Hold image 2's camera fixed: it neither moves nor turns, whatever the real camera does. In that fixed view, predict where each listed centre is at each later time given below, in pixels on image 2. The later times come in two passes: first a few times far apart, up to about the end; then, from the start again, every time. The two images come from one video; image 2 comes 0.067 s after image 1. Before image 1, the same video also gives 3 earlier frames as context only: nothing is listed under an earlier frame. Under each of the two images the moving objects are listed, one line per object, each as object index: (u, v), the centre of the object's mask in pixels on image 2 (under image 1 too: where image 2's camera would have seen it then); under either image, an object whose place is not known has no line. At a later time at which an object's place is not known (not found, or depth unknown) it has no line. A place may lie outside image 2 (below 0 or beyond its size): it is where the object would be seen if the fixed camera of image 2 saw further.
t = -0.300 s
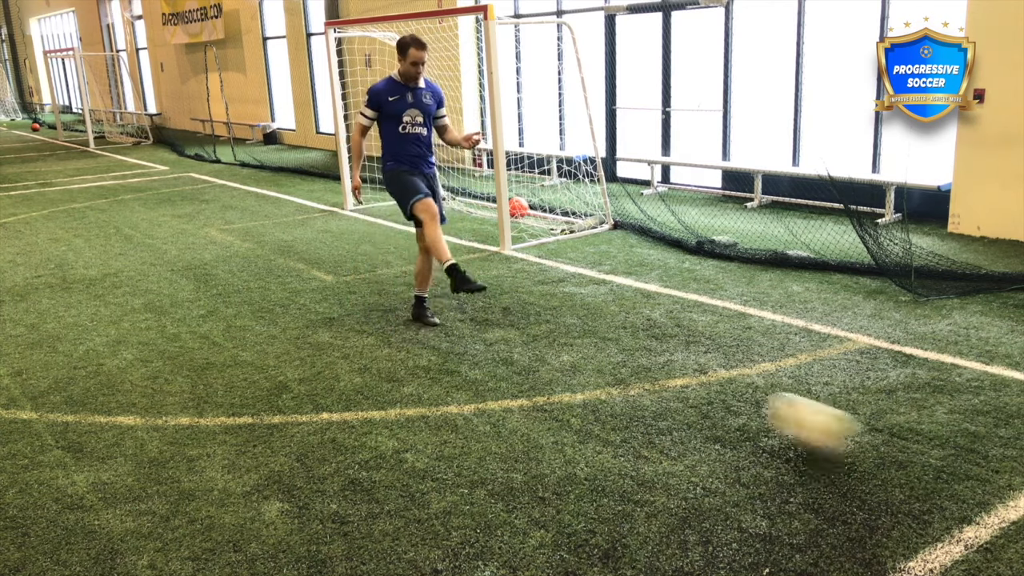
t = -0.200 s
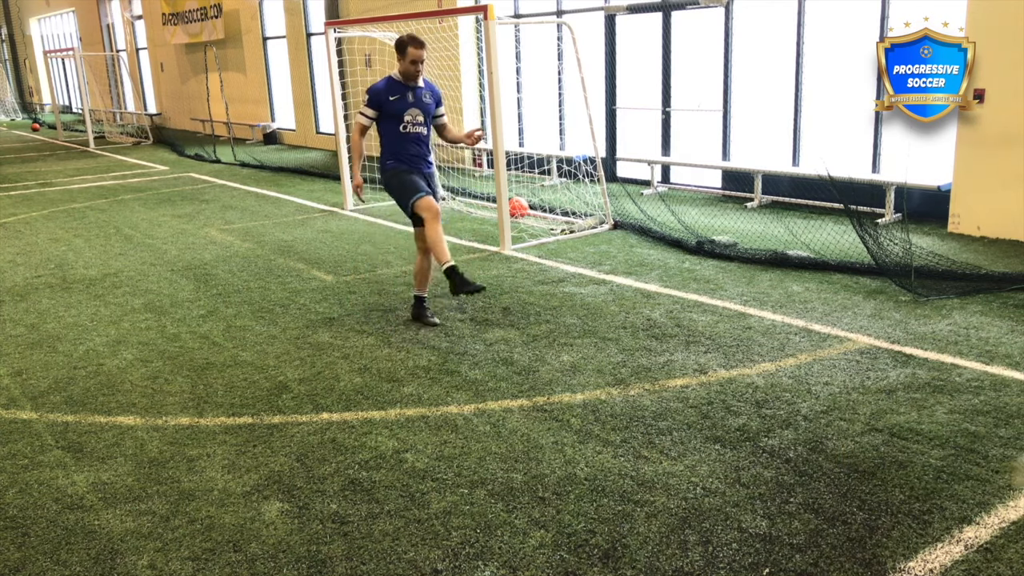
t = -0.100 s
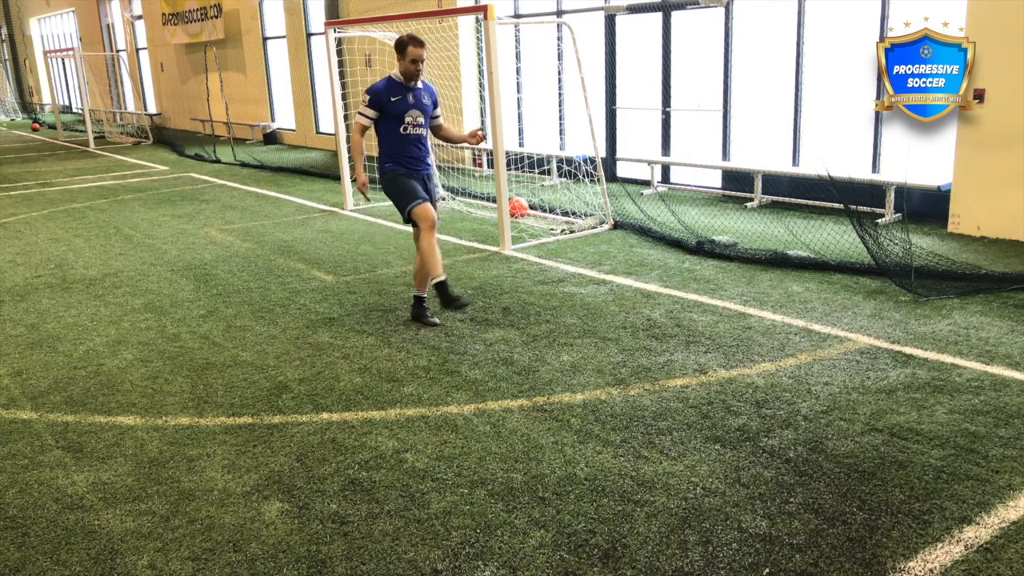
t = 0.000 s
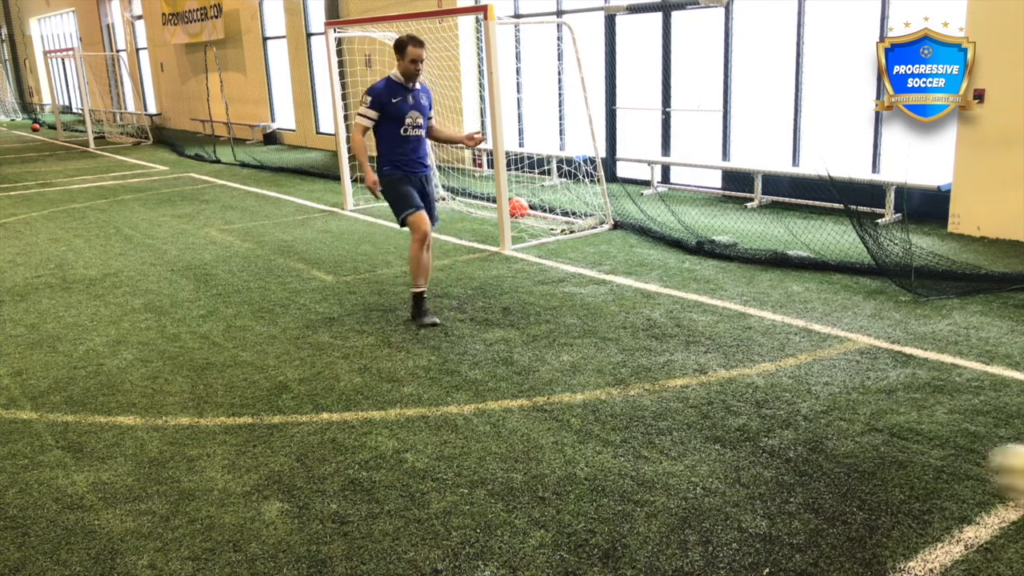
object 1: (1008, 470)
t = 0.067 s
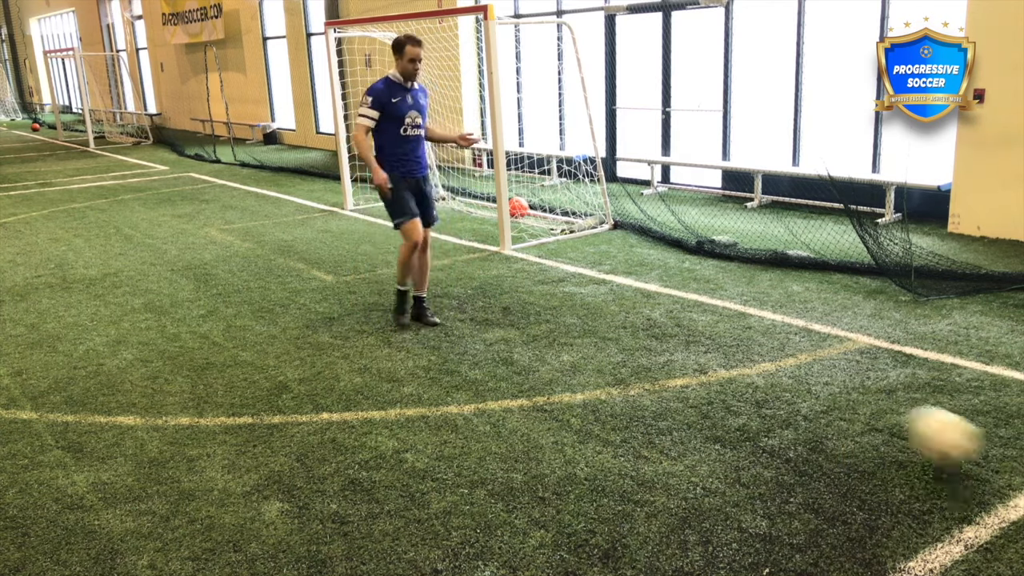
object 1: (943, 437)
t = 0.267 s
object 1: (748, 378)
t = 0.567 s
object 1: (594, 329)
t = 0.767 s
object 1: (524, 305)
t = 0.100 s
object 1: (904, 420)
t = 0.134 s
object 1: (867, 407)
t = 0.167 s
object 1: (833, 396)
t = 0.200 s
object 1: (800, 392)
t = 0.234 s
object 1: (770, 387)
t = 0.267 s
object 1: (748, 378)
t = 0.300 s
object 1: (726, 367)
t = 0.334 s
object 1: (708, 359)
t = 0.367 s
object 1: (688, 354)
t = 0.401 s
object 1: (670, 351)
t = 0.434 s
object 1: (654, 348)
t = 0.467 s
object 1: (637, 343)
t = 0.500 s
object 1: (622, 337)
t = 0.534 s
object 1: (609, 333)
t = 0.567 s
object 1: (594, 329)
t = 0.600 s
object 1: (582, 324)
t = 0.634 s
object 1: (569, 320)
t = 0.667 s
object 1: (557, 317)
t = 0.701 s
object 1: (545, 313)
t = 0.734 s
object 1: (534, 308)
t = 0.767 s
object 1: (524, 305)
